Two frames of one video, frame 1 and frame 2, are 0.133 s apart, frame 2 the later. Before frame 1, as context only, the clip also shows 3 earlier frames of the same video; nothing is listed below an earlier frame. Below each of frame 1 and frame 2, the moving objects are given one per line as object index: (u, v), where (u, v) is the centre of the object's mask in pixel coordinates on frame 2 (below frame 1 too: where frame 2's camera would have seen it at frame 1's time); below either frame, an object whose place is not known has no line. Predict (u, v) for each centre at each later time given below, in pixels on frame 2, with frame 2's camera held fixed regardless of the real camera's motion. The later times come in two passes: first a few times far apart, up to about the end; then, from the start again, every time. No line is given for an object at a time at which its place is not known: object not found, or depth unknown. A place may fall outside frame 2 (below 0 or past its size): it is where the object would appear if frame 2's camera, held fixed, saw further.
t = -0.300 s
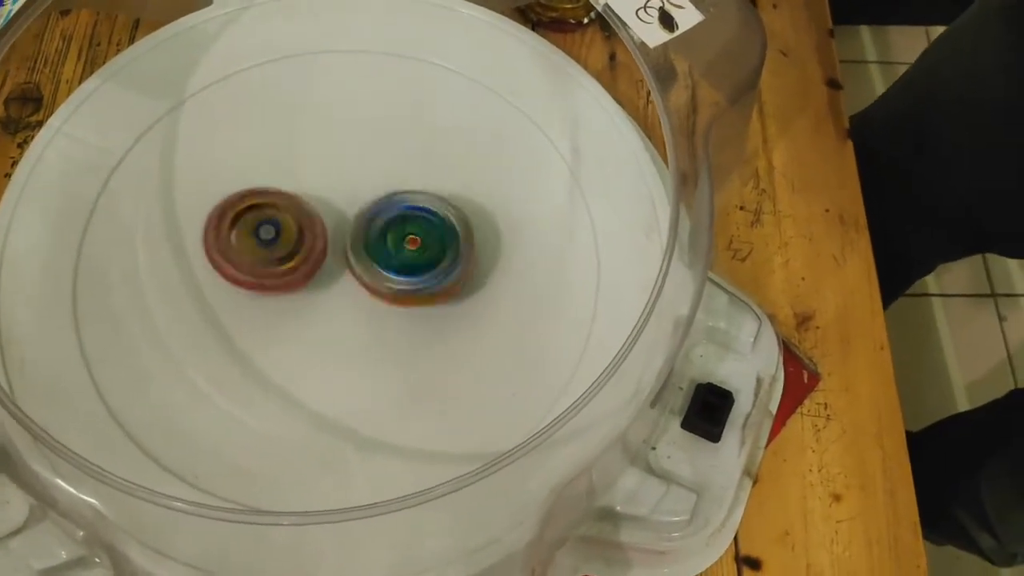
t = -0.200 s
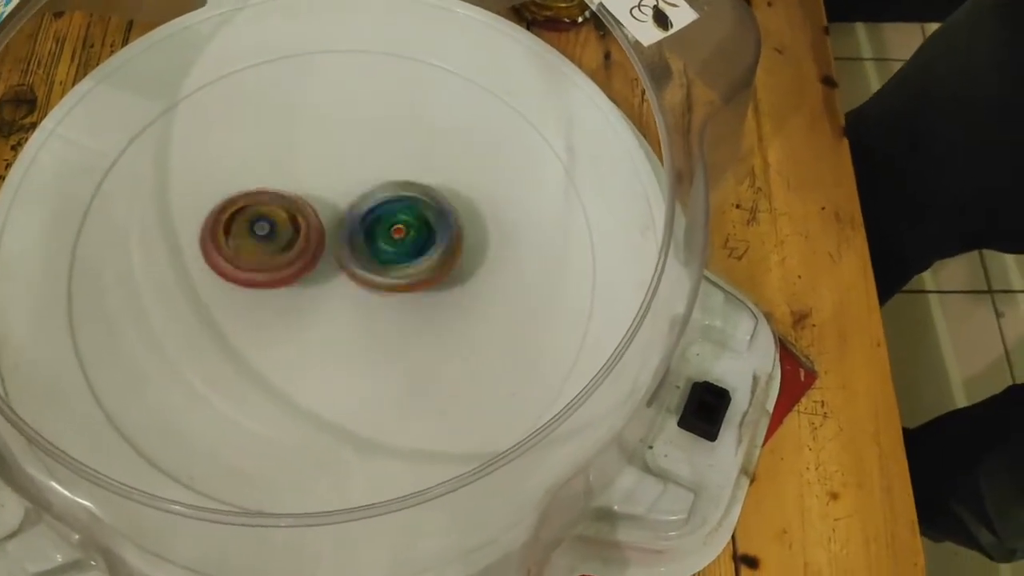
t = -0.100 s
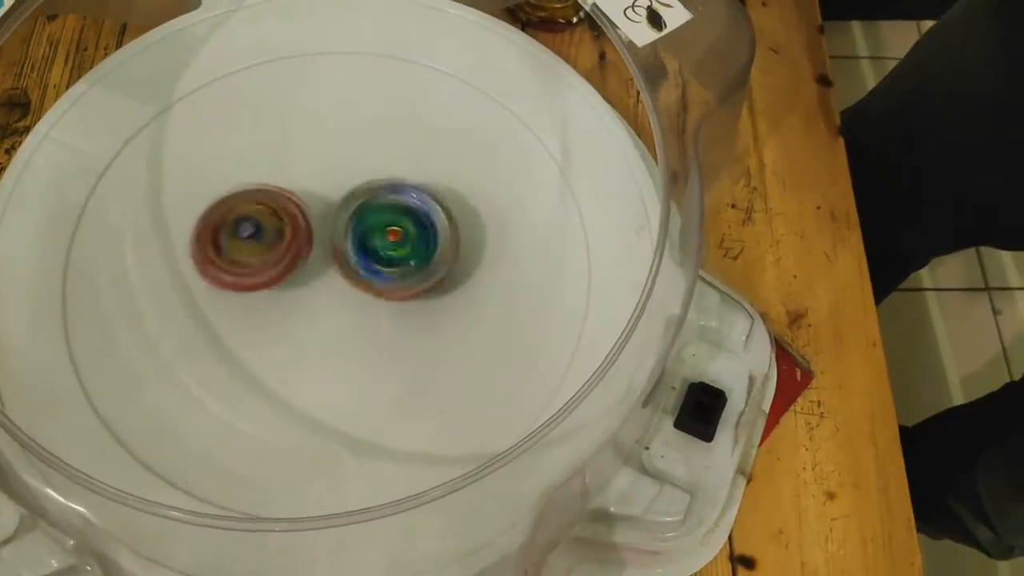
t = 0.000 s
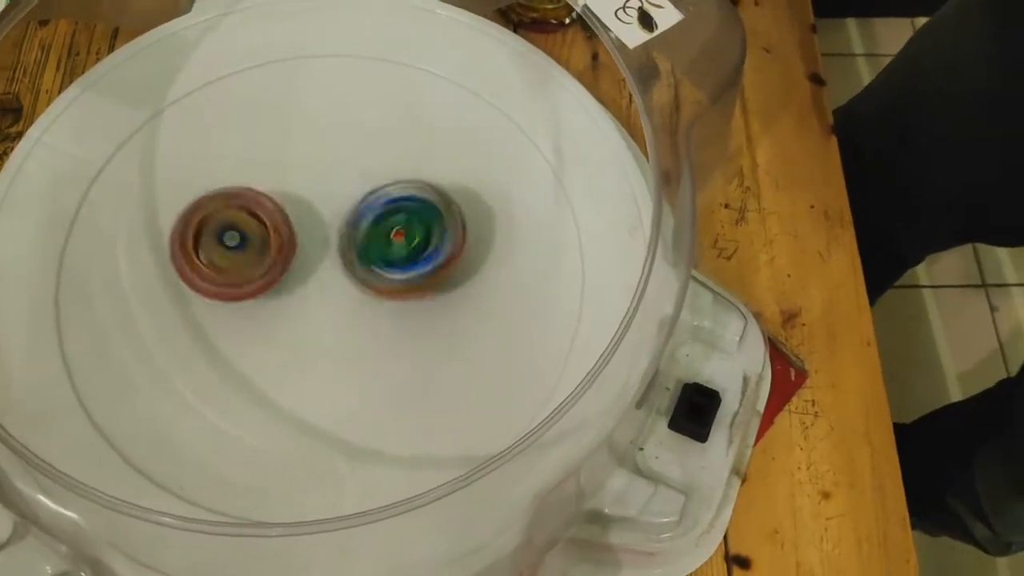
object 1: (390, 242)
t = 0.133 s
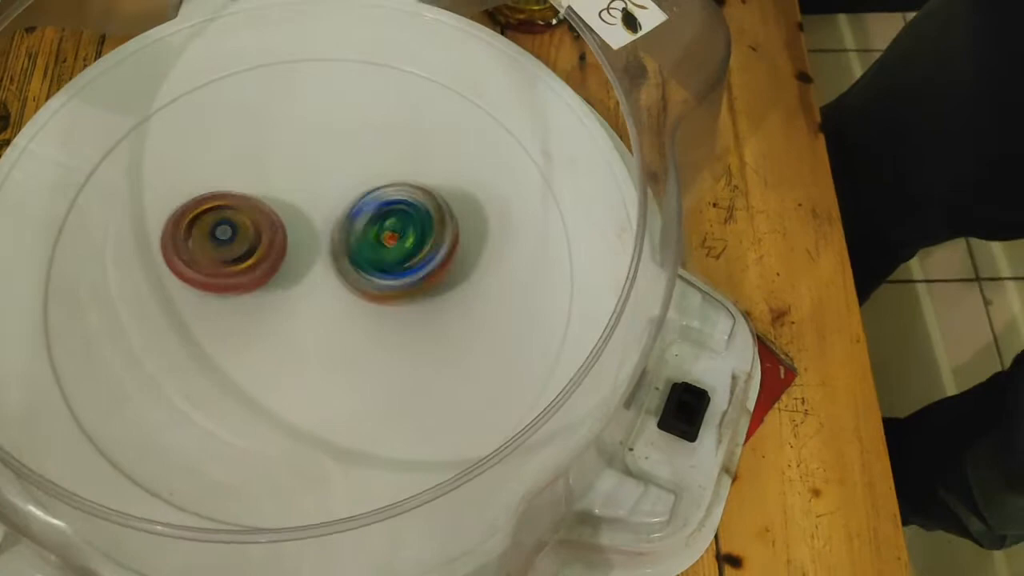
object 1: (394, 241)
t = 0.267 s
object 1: (388, 244)
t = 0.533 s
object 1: (375, 269)
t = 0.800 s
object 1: (366, 294)
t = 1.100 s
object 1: (340, 314)
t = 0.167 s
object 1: (392, 237)
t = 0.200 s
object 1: (394, 237)
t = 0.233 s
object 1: (393, 239)
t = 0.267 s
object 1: (388, 244)
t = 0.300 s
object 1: (376, 245)
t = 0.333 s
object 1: (368, 244)
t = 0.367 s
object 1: (377, 246)
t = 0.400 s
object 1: (380, 255)
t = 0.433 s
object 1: (377, 262)
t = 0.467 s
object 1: (372, 264)
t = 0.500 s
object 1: (372, 263)
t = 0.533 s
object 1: (375, 269)
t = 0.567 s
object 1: (370, 277)
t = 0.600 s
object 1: (362, 278)
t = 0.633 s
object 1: (356, 276)
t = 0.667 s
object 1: (368, 280)
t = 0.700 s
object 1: (373, 291)
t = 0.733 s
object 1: (369, 296)
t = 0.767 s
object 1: (365, 296)
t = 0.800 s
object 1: (366, 294)
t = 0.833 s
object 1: (369, 298)
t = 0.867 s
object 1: (364, 305)
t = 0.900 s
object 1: (356, 306)
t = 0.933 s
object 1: (349, 301)
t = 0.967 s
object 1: (351, 300)
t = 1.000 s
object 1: (352, 300)
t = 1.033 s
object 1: (347, 306)
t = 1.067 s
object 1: (340, 308)
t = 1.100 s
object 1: (340, 314)
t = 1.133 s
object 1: (346, 323)
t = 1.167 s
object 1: (352, 329)
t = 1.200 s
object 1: (360, 333)
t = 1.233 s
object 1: (369, 335)
